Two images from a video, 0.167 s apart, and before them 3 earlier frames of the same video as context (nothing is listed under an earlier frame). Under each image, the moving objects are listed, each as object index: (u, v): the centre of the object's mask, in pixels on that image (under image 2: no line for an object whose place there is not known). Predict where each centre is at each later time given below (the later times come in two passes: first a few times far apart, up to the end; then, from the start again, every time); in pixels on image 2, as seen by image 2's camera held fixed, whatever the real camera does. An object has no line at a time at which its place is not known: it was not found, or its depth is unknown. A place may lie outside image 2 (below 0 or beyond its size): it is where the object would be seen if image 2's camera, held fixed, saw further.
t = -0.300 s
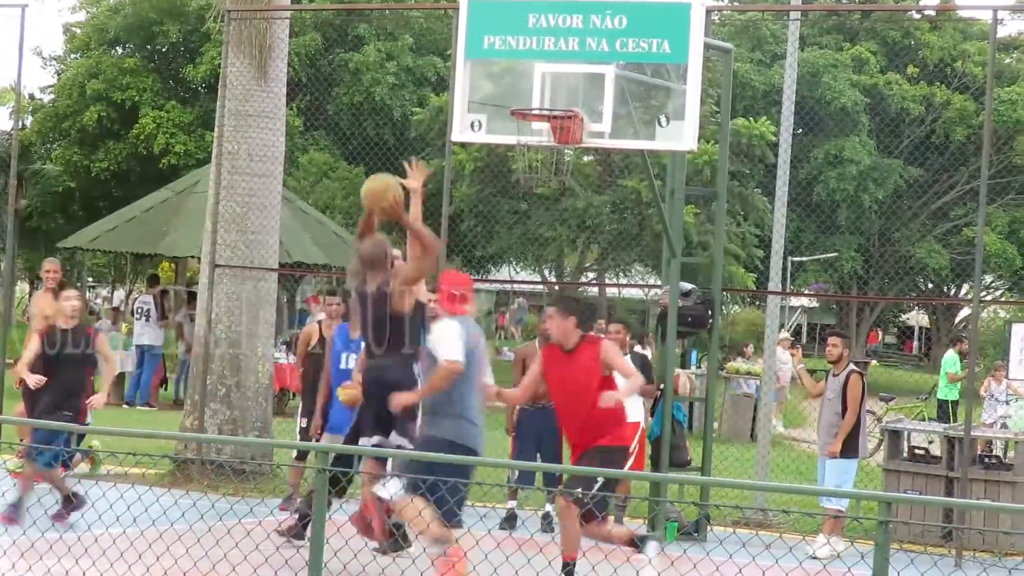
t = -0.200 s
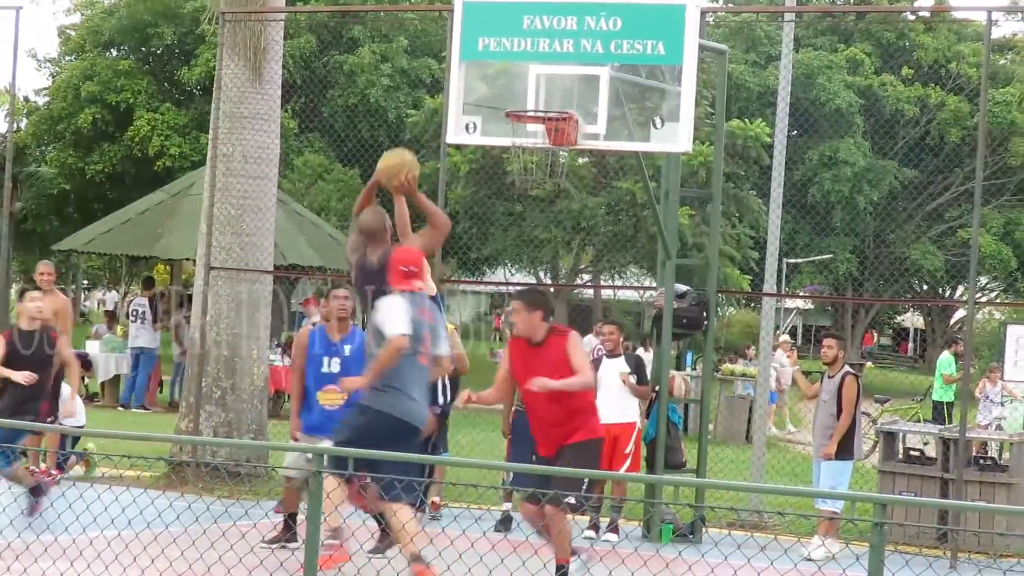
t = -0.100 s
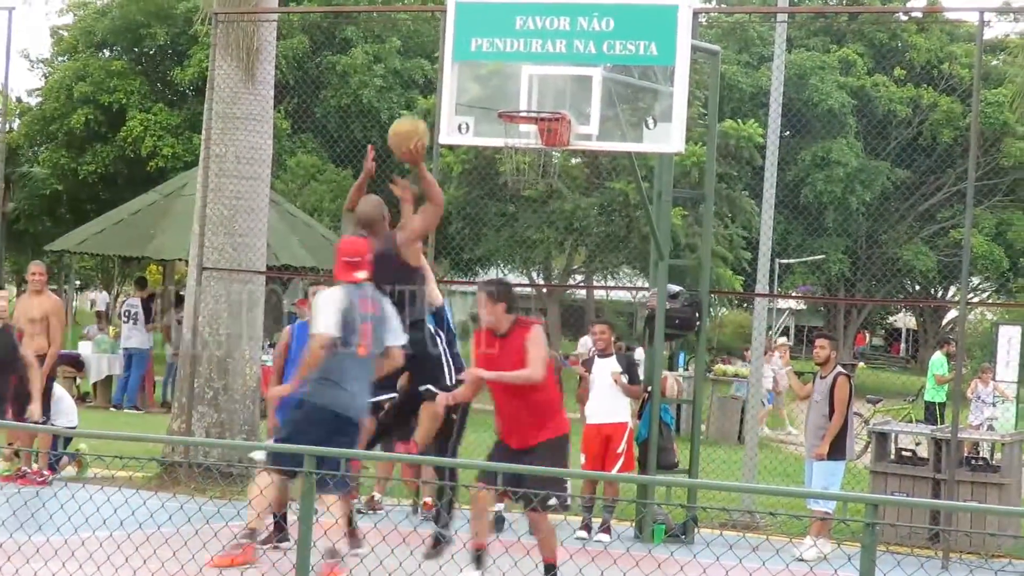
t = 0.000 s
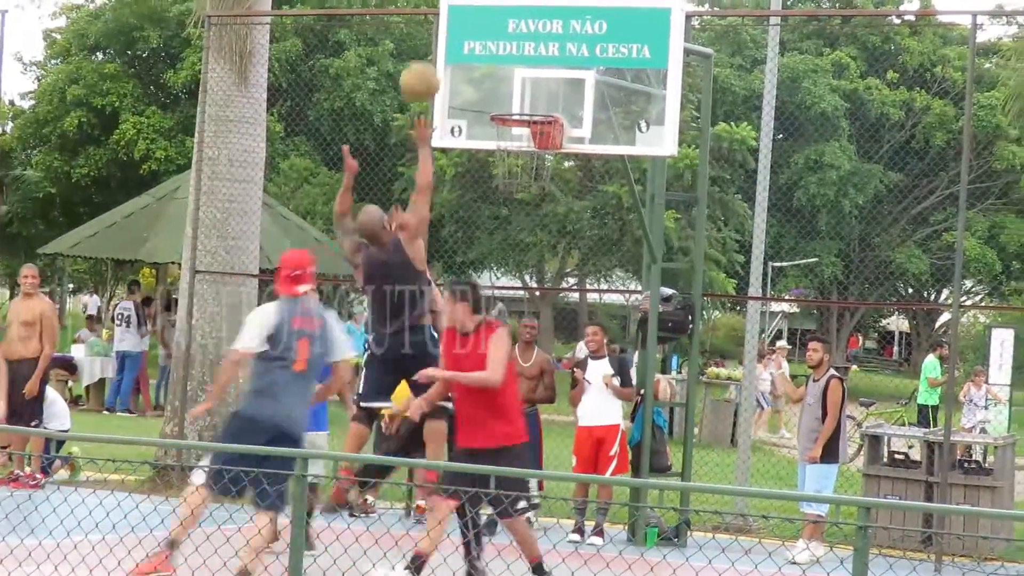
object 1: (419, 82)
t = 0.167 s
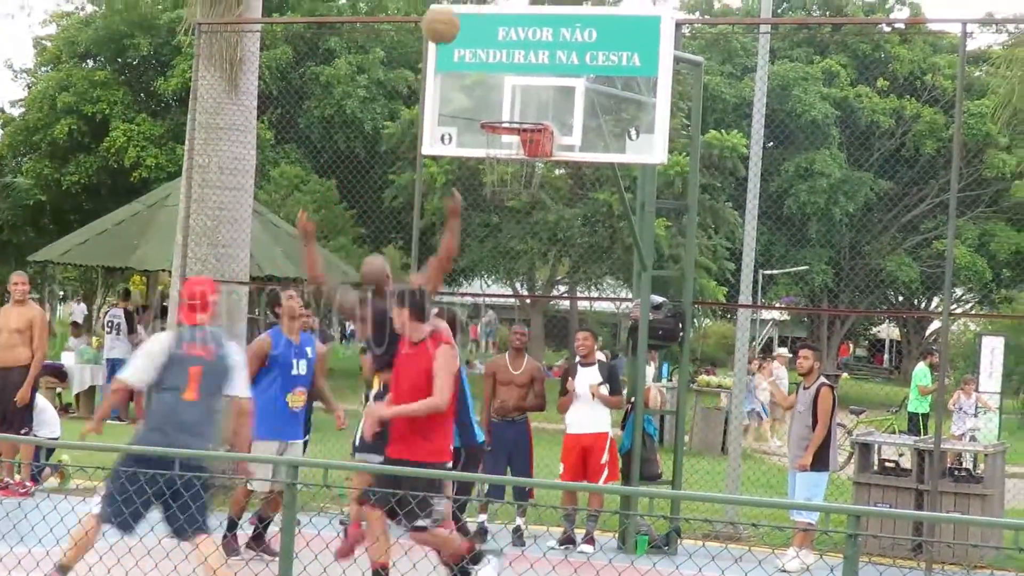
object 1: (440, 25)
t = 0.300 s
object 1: (464, 9)
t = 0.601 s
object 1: (499, 63)
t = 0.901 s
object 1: (508, 64)
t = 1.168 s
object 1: (485, 85)
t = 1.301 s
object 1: (469, 127)
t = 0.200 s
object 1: (447, 18)
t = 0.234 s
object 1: (454, 13)
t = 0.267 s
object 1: (460, 10)
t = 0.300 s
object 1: (464, 9)
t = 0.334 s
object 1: (472, 7)
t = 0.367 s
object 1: (478, 8)
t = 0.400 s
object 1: (478, 11)
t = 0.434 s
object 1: (481, 16)
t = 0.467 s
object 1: (485, 23)
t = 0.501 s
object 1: (489, 31)
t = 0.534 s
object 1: (493, 39)
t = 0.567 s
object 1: (496, 50)
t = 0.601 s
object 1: (499, 63)
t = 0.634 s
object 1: (504, 78)
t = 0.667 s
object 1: (506, 93)
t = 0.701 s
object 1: (510, 109)
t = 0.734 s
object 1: (512, 104)
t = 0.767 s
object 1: (516, 92)
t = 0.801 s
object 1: (516, 83)
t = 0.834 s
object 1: (513, 76)
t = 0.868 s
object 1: (510, 69)
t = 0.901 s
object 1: (508, 64)
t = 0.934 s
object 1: (505, 61)
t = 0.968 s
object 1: (503, 60)
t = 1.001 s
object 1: (500, 60)
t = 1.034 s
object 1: (498, 63)
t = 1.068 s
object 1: (494, 66)
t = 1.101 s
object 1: (491, 70)
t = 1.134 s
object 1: (488, 77)
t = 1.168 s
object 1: (485, 85)
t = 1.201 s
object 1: (481, 94)
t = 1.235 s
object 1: (479, 106)
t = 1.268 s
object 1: (474, 118)
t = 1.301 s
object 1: (469, 127)
